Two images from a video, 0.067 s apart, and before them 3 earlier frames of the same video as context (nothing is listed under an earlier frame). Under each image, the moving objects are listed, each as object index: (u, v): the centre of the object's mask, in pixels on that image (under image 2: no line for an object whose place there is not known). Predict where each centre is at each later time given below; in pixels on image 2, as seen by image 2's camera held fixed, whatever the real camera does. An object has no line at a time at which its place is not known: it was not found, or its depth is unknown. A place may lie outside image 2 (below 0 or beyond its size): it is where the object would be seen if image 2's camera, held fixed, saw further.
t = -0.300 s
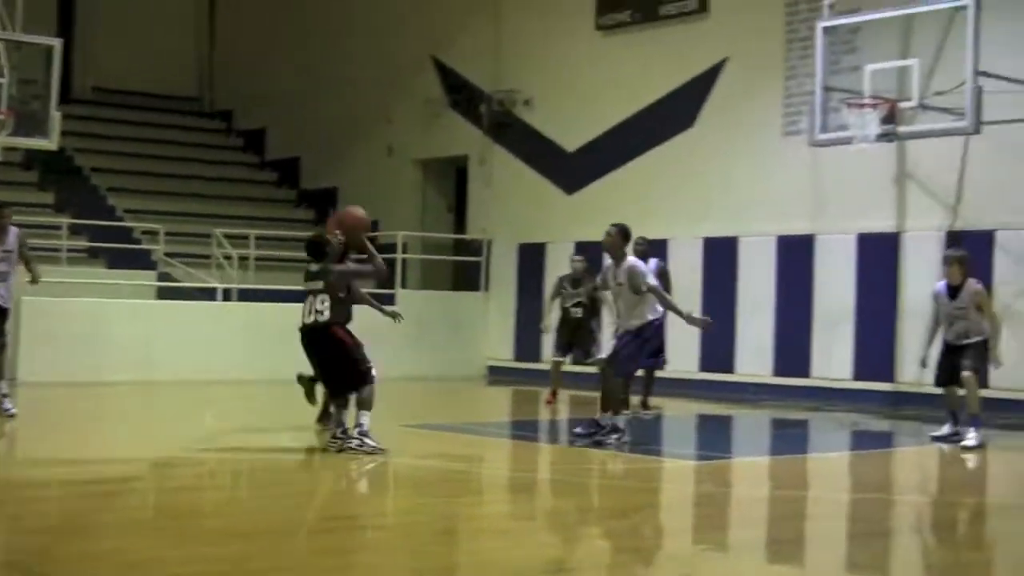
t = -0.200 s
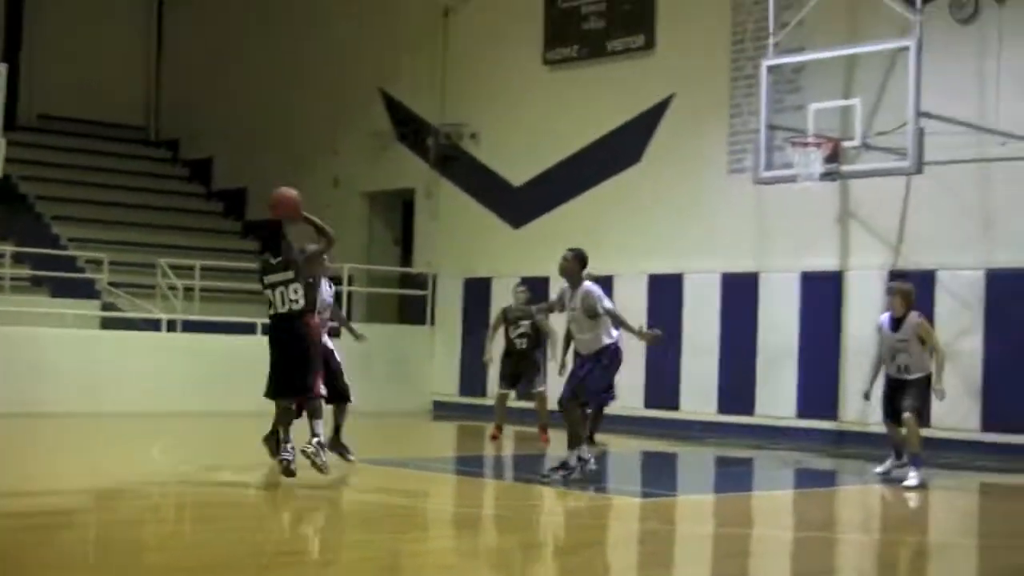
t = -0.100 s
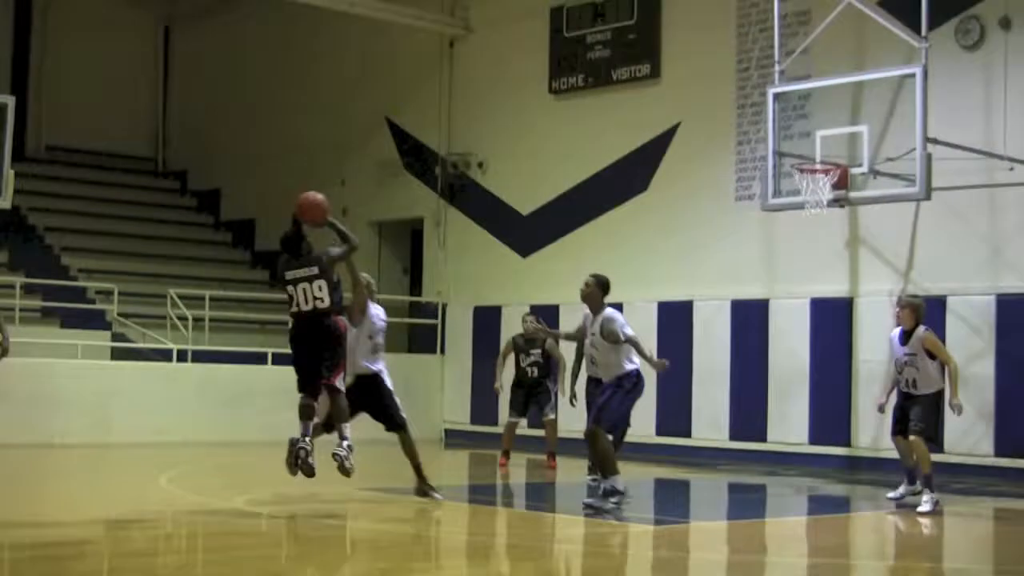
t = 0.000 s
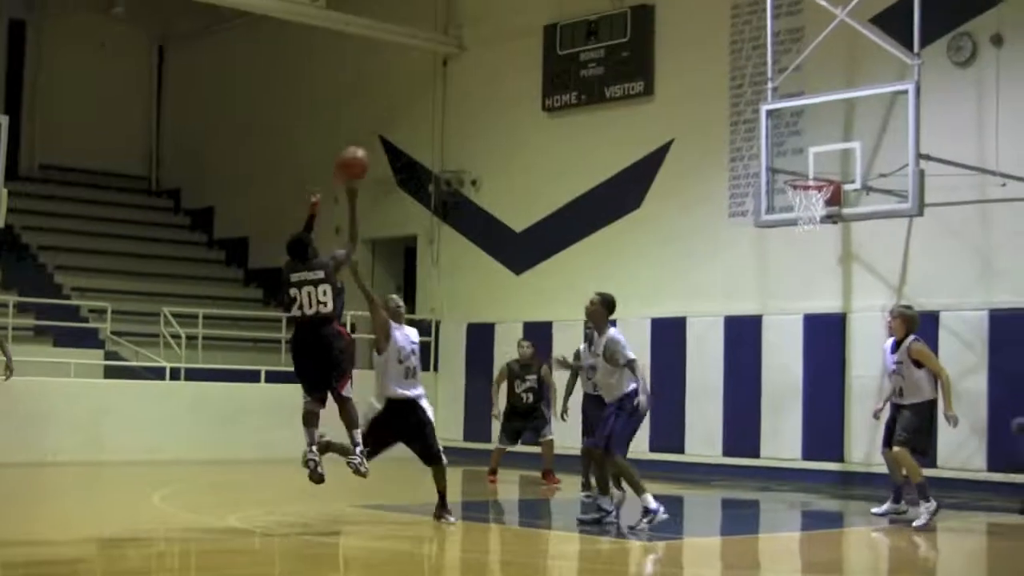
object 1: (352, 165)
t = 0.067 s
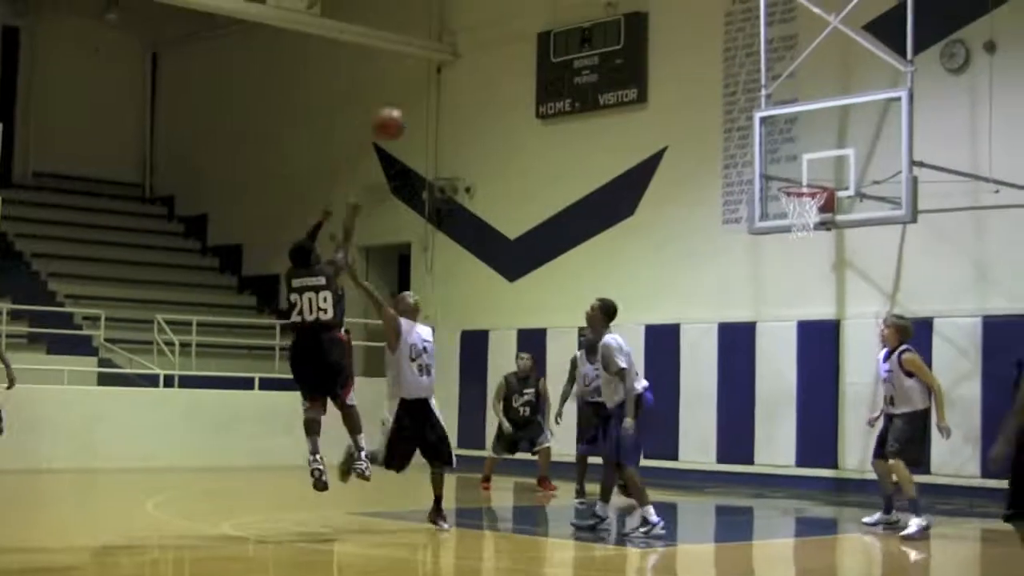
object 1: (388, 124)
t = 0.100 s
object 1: (411, 103)
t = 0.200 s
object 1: (469, 53)
